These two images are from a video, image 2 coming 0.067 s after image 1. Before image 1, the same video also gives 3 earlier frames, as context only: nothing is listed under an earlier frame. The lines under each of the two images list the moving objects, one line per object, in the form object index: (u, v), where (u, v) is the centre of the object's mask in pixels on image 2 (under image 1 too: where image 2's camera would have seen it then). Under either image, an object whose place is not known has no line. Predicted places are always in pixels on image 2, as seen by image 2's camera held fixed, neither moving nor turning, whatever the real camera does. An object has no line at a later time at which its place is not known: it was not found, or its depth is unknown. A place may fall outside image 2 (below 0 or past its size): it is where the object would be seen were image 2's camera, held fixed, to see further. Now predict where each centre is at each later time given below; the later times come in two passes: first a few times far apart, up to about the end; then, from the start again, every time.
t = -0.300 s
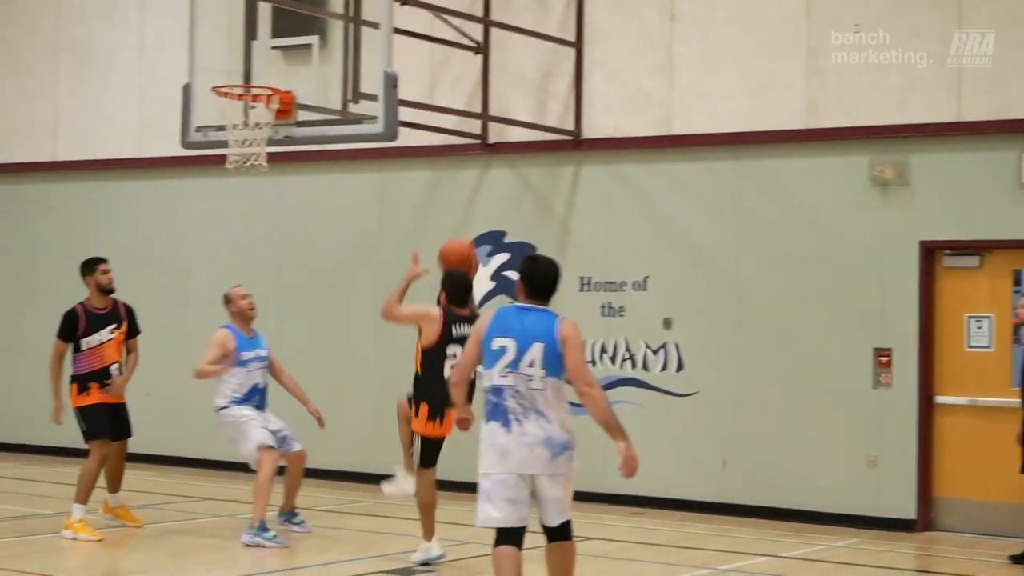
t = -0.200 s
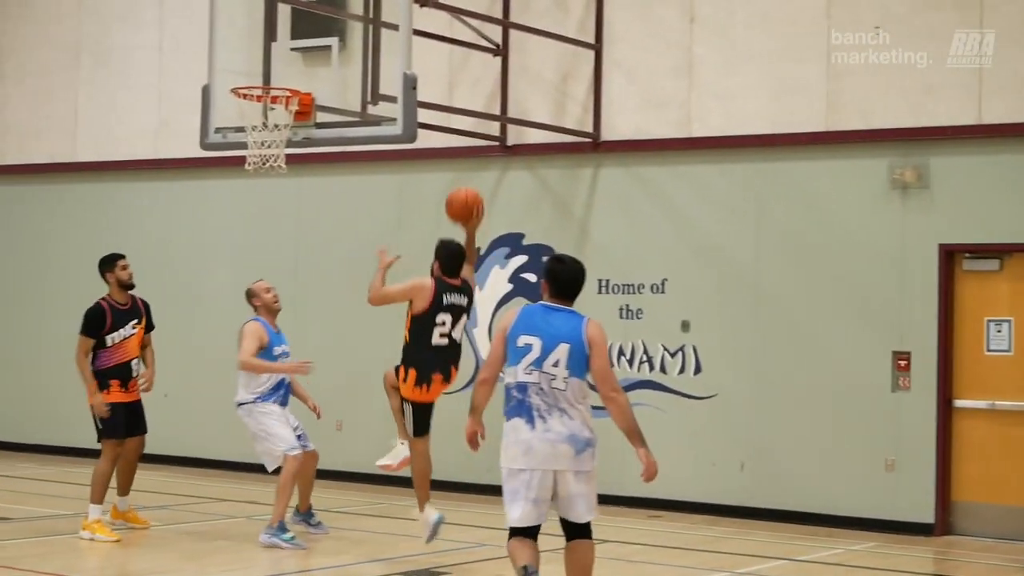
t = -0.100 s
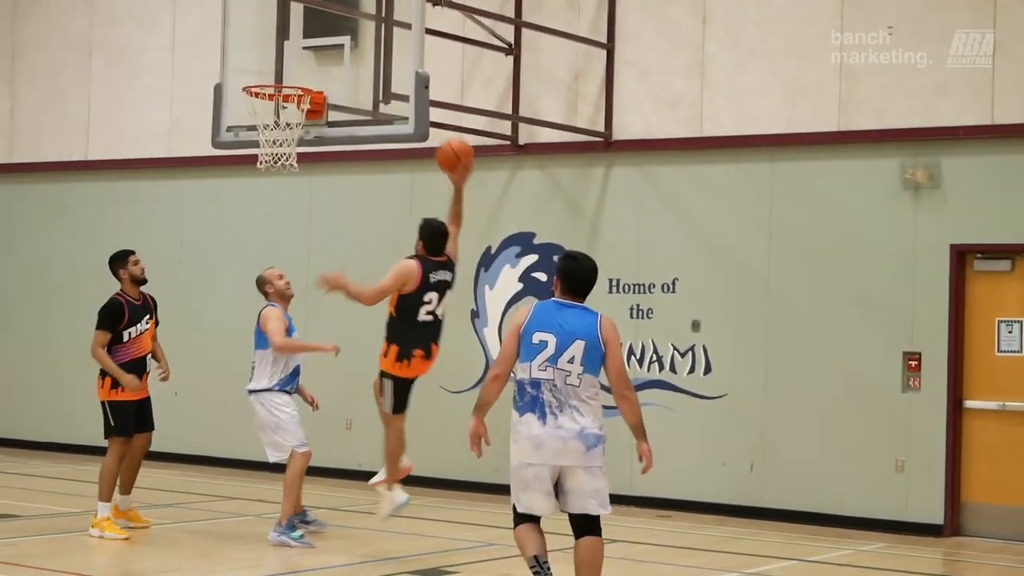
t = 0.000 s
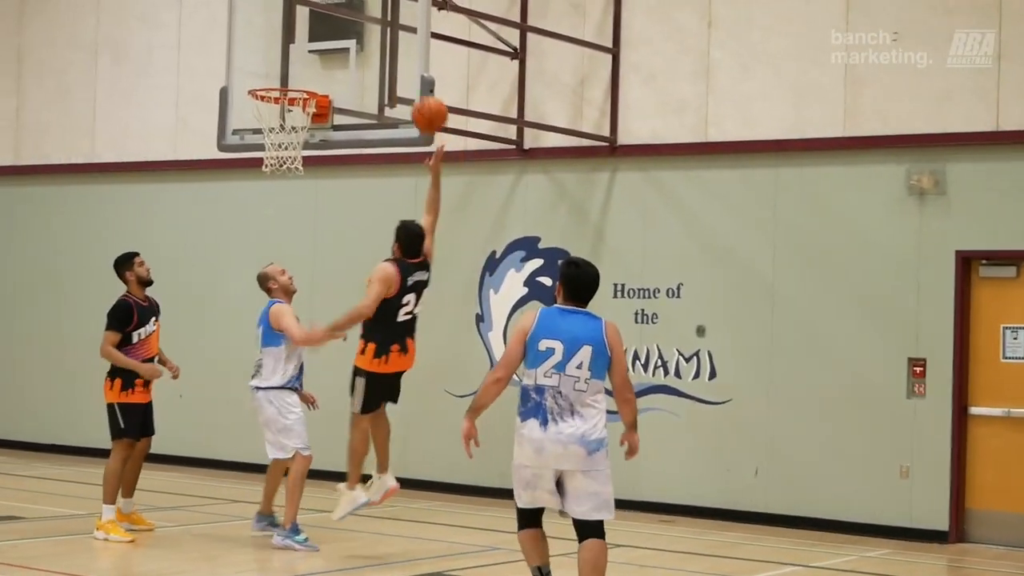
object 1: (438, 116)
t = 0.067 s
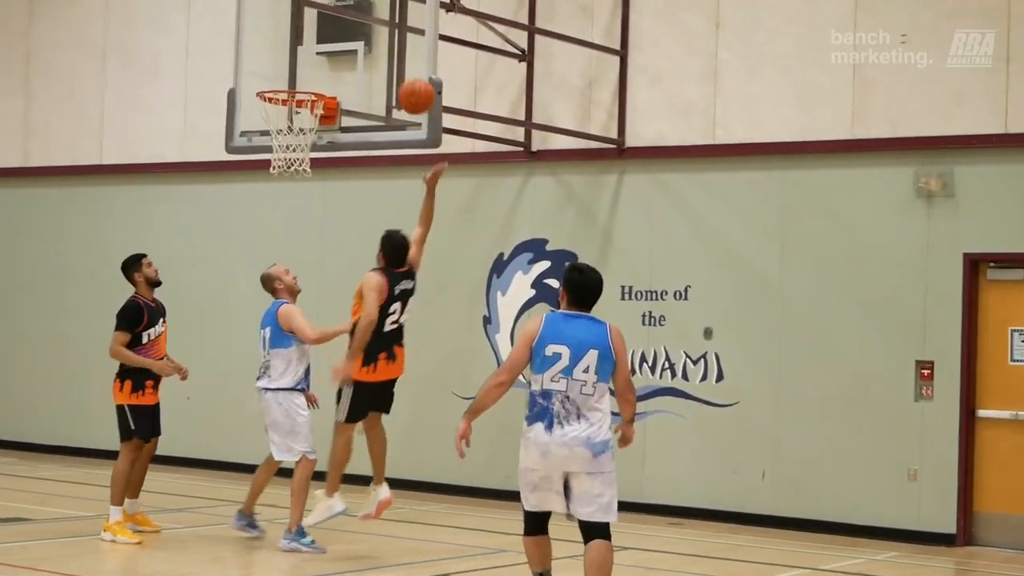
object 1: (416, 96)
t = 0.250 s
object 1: (360, 76)
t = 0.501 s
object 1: (314, 64)
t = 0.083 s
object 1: (410, 92)
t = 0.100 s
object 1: (405, 89)
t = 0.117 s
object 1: (400, 86)
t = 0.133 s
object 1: (395, 83)
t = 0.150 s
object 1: (390, 82)
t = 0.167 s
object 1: (385, 79)
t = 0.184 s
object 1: (380, 78)
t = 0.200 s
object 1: (376, 77)
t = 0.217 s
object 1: (370, 77)
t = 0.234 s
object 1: (366, 76)
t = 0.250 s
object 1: (360, 76)
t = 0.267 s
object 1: (355, 76)
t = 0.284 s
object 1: (349, 77)
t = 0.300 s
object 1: (343, 78)
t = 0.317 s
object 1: (337, 78)
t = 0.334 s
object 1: (331, 80)
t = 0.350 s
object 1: (329, 78)
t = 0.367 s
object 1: (327, 75)
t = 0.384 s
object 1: (326, 72)
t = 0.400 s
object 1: (324, 70)
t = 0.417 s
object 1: (322, 68)
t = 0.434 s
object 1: (321, 67)
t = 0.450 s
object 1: (319, 66)
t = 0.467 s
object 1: (317, 65)
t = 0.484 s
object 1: (316, 64)
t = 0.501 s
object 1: (314, 64)
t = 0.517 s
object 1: (312, 64)
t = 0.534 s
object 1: (311, 65)
